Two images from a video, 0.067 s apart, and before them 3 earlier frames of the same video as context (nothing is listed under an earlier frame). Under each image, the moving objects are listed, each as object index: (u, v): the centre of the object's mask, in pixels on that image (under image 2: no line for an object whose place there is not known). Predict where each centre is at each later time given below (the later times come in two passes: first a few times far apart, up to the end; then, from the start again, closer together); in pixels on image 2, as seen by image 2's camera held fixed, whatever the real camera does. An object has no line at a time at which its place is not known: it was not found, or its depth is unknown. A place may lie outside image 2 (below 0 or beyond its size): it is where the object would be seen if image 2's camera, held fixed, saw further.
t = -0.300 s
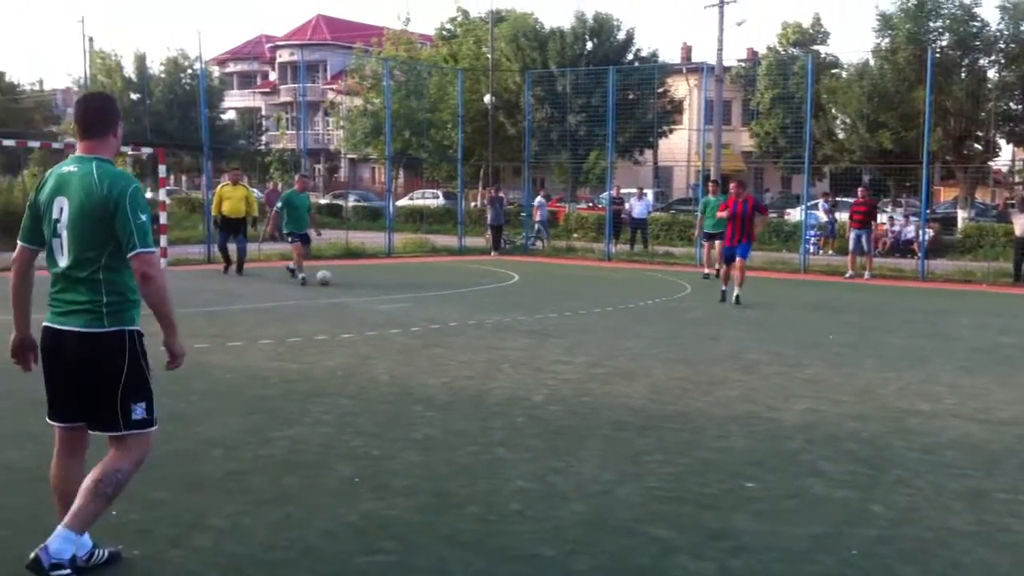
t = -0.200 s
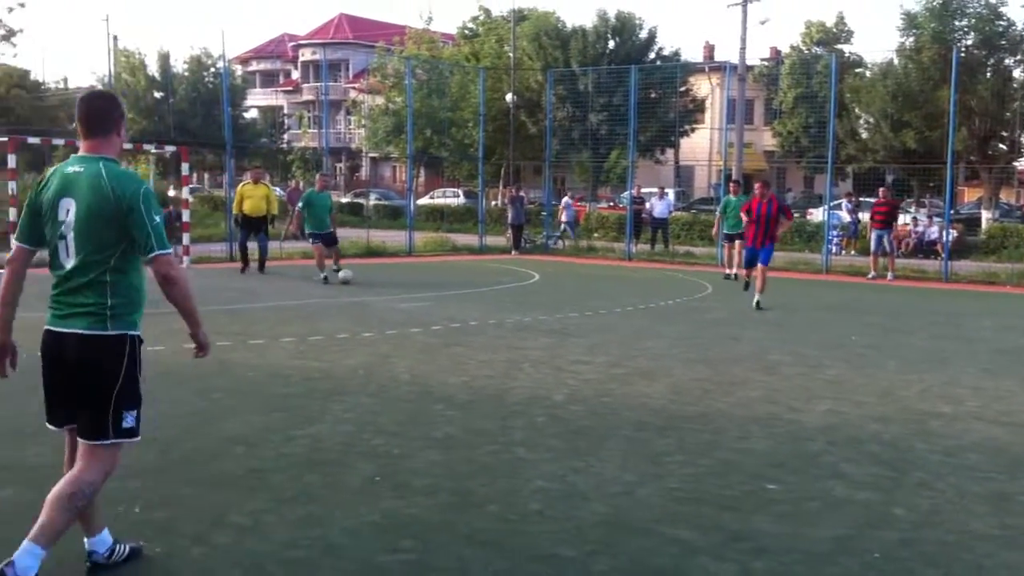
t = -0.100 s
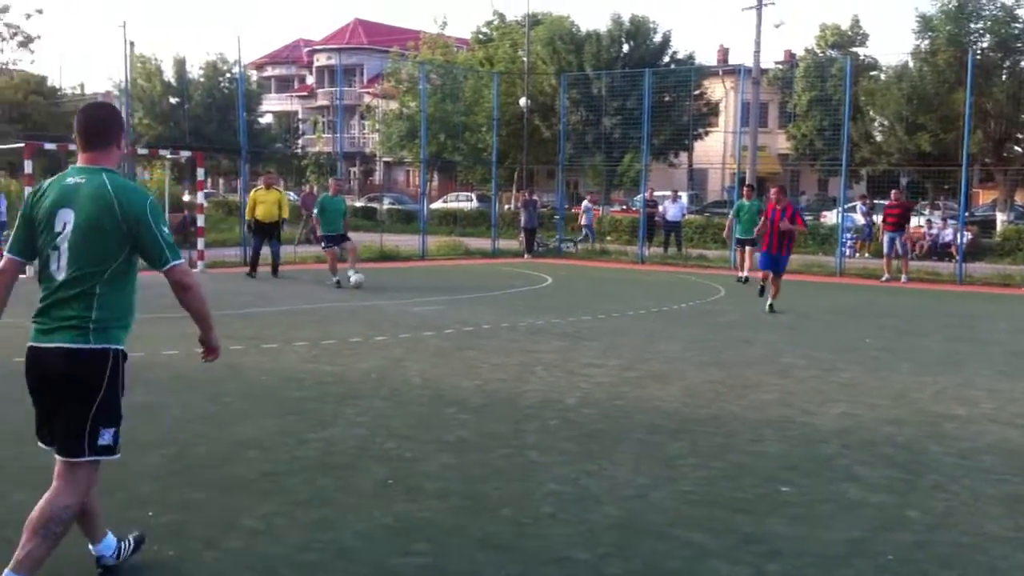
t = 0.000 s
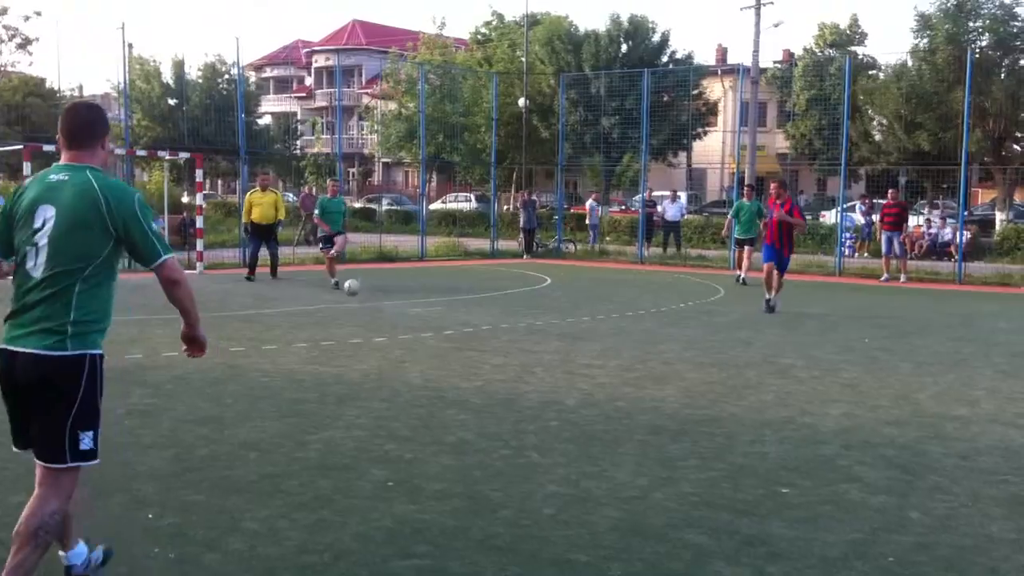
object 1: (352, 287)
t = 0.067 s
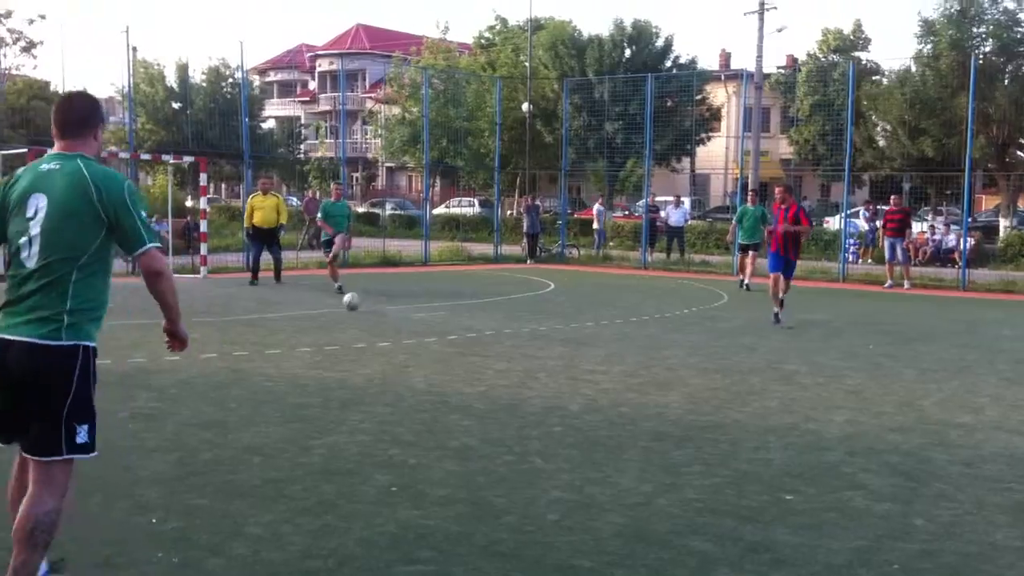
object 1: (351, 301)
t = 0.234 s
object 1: (342, 311)
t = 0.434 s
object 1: (329, 329)
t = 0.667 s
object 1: (307, 371)
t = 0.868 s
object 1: (284, 398)
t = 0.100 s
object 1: (350, 303)
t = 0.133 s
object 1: (348, 303)
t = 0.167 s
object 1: (346, 304)
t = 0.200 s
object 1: (344, 306)
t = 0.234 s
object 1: (342, 311)
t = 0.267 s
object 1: (340, 316)
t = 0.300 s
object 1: (338, 323)
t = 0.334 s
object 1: (335, 331)
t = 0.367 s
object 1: (334, 329)
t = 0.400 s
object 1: (331, 328)
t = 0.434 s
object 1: (329, 329)
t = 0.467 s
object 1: (327, 332)
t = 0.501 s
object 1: (324, 336)
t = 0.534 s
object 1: (321, 341)
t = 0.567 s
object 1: (318, 349)
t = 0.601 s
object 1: (315, 359)
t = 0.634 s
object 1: (311, 371)
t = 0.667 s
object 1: (307, 371)
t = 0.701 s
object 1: (304, 371)
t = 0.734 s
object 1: (301, 372)
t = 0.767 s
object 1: (297, 376)
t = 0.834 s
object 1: (290, 388)
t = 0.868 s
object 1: (284, 398)
